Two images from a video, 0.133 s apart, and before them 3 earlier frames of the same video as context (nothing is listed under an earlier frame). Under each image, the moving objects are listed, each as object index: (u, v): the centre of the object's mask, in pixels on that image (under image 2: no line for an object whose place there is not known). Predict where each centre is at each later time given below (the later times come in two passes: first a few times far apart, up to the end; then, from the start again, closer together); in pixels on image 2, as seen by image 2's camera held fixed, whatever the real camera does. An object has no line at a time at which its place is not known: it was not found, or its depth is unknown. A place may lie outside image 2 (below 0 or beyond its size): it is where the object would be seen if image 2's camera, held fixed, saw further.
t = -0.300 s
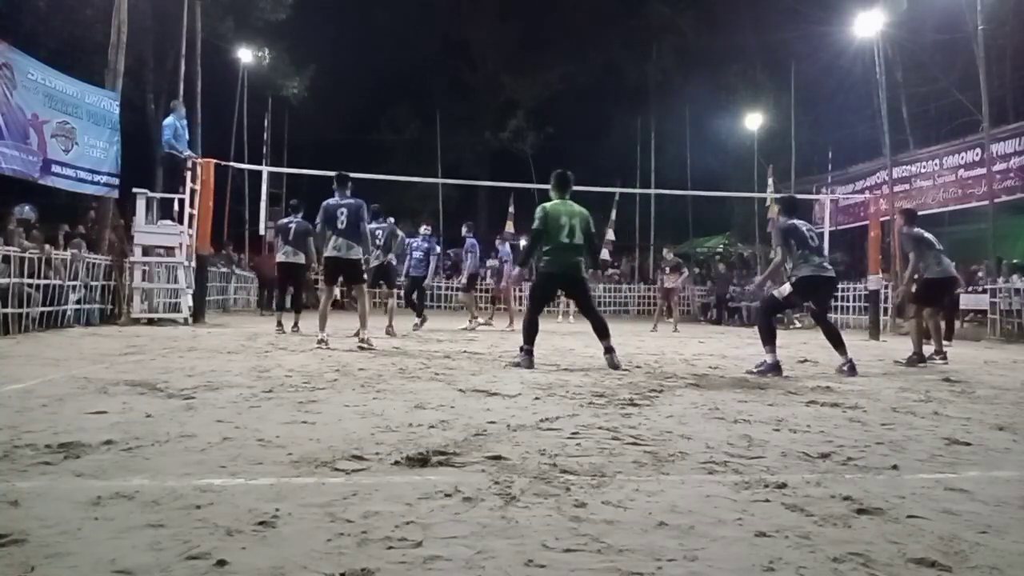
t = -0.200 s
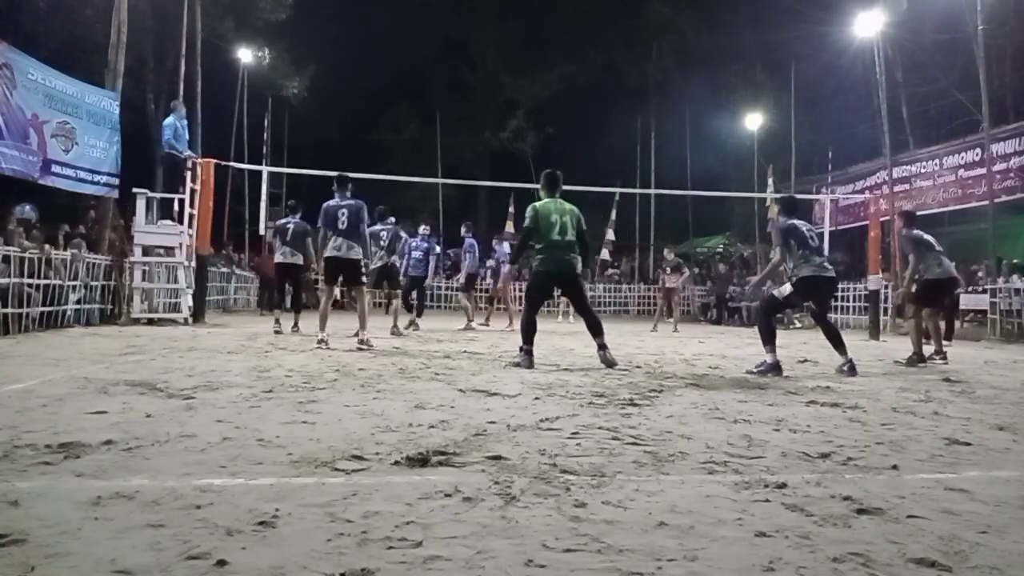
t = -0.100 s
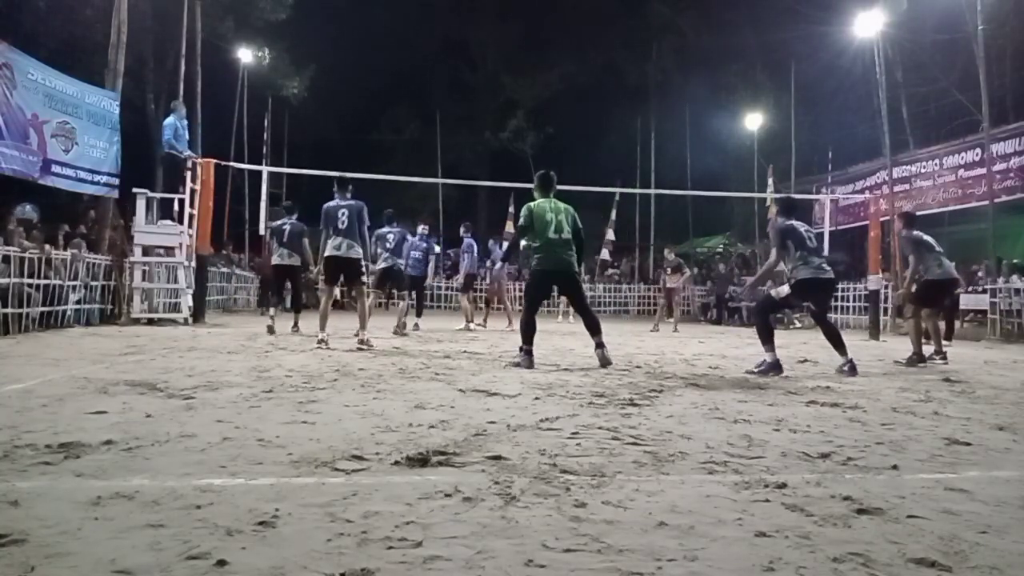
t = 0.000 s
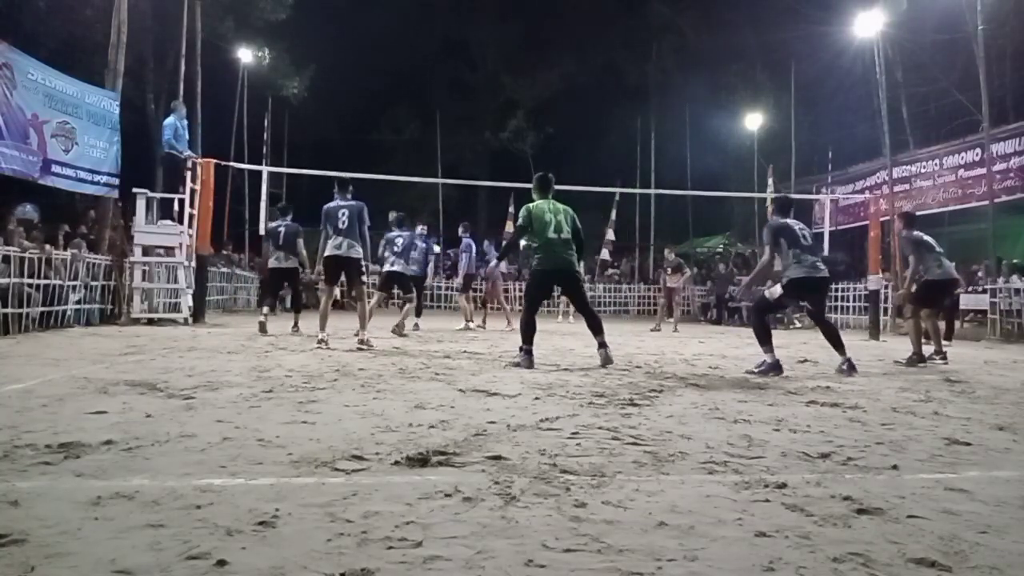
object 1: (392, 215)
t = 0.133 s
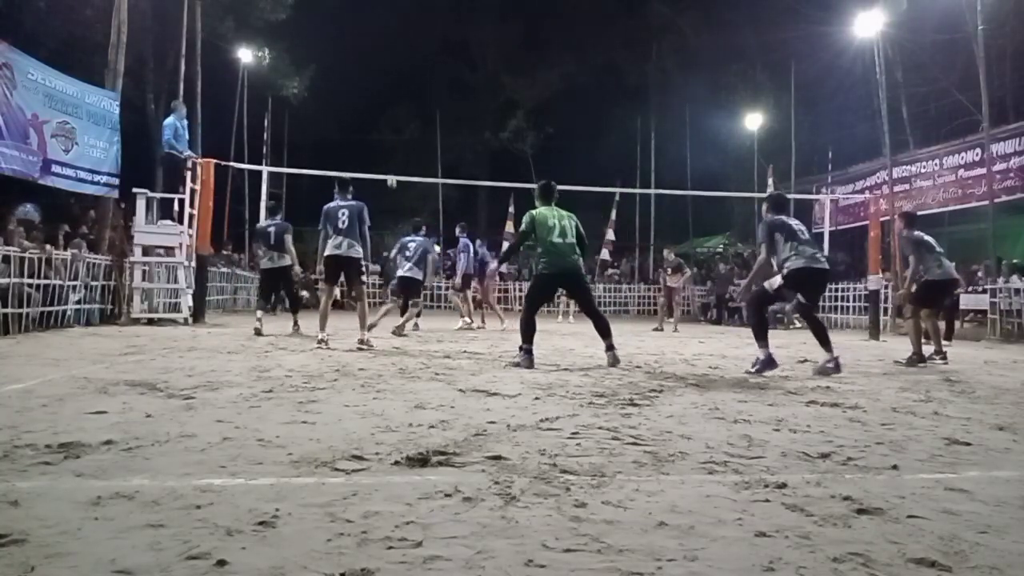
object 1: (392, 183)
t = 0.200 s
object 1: (391, 163)
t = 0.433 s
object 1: (385, 106)
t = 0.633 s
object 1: (373, 70)
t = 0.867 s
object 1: (344, 47)
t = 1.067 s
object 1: (298, 54)
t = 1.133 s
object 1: (275, 65)
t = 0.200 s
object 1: (391, 163)
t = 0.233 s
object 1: (390, 154)
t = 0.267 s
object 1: (389, 146)
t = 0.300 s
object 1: (389, 137)
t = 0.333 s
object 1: (388, 129)
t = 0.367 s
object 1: (387, 121)
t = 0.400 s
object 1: (386, 114)
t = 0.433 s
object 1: (385, 106)
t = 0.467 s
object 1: (383, 99)
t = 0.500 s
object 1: (382, 93)
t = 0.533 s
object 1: (380, 86)
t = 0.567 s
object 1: (378, 80)
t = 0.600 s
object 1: (375, 75)
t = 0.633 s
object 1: (373, 70)
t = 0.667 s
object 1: (370, 65)
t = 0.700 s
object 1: (367, 60)
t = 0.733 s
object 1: (363, 56)
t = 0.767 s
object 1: (359, 53)
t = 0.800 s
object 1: (355, 50)
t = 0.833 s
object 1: (350, 48)
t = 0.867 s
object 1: (344, 47)
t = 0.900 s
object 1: (338, 46)
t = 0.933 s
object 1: (332, 46)
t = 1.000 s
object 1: (317, 48)
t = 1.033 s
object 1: (308, 51)
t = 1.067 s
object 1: (298, 54)
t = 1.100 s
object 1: (286, 59)
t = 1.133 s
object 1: (275, 65)
